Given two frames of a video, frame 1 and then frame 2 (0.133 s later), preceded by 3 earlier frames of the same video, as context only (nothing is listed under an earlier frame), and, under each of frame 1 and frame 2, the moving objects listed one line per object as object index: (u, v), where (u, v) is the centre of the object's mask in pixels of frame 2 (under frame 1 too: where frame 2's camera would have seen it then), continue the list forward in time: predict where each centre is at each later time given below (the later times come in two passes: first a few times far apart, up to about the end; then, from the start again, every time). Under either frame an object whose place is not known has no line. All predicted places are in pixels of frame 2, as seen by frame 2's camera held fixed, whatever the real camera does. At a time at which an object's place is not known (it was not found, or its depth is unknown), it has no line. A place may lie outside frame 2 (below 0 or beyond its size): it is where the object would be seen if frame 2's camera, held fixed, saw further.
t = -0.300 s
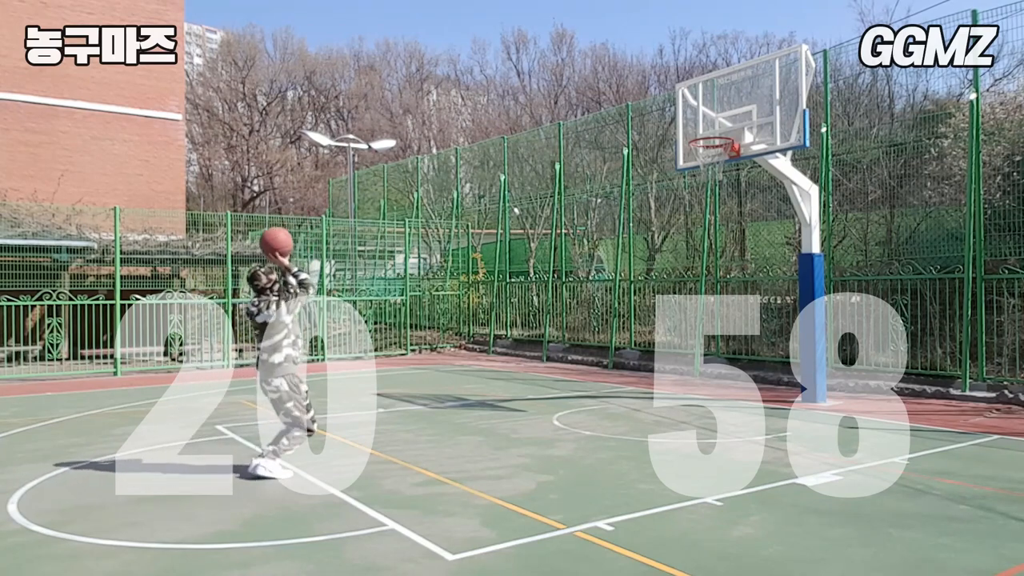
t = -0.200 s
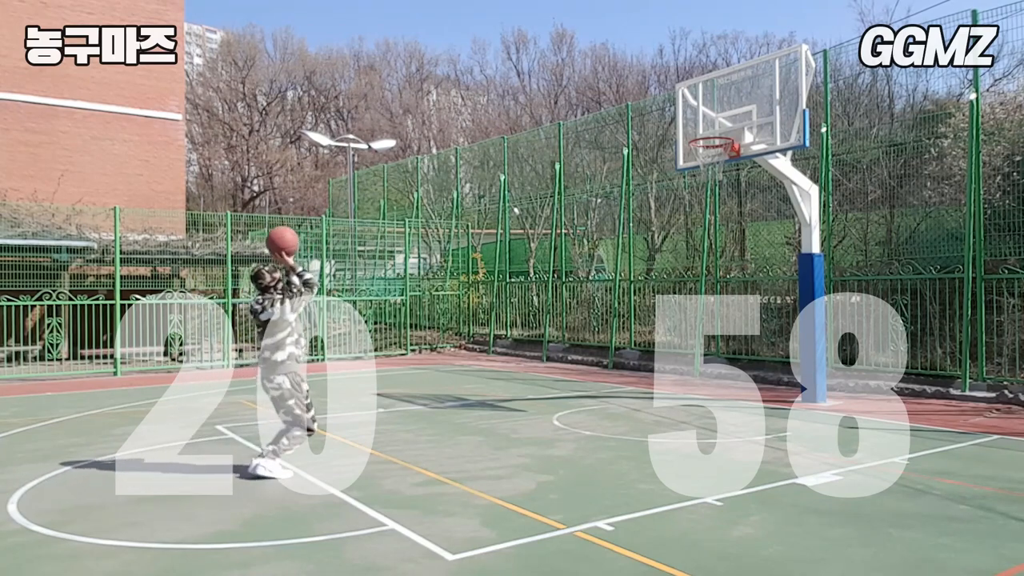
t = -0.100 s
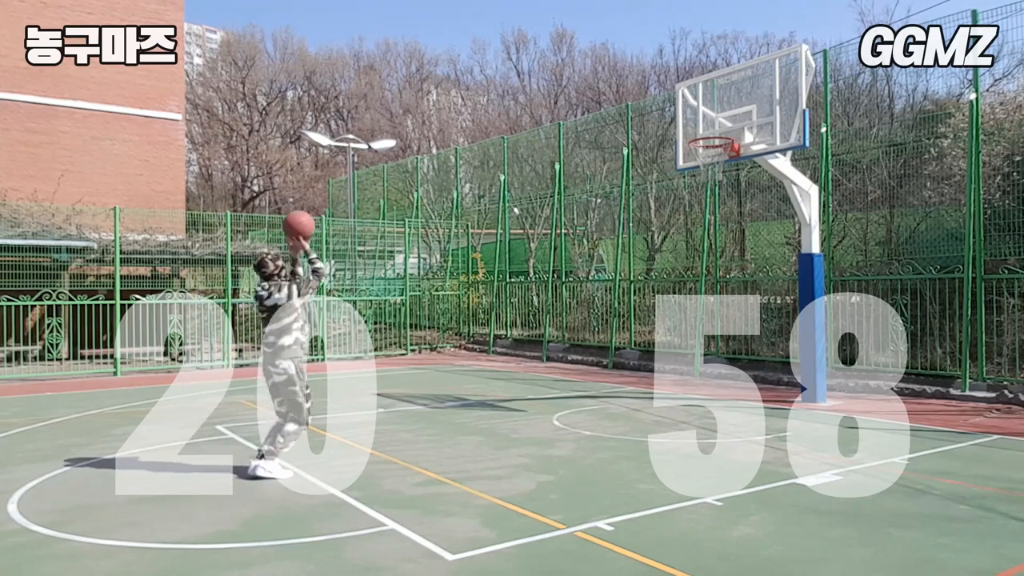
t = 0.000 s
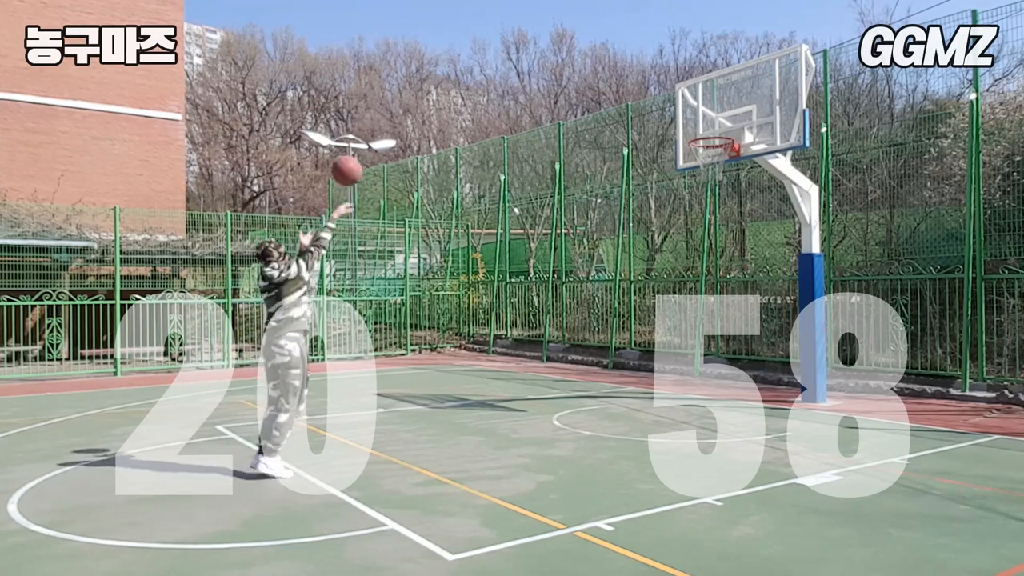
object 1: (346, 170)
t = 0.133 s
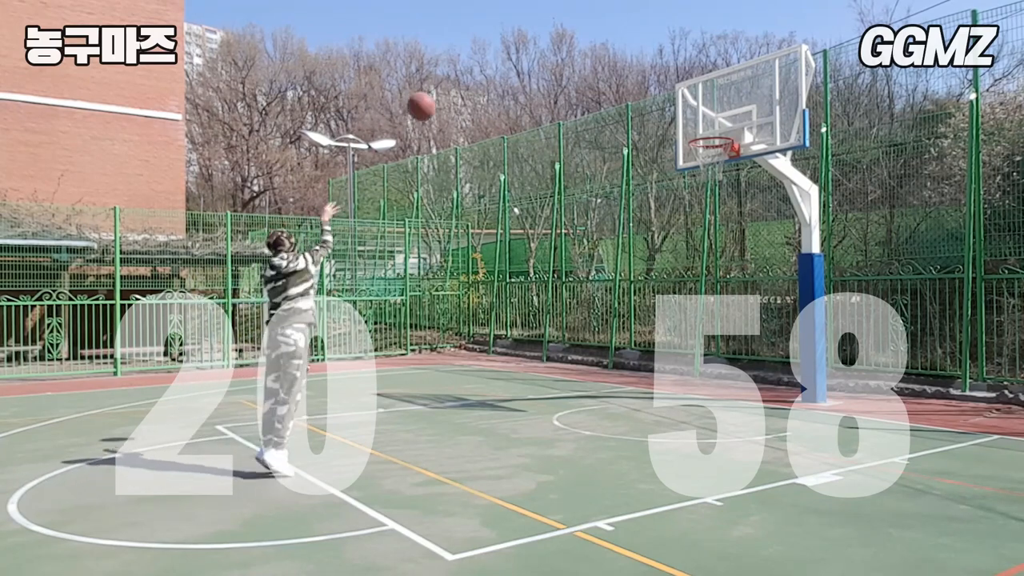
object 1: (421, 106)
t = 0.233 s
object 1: (472, 76)
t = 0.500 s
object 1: (589, 54)
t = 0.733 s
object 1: (672, 90)
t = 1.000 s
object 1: (724, 99)
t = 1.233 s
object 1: (719, 66)
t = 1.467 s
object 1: (713, 78)
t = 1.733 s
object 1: (708, 150)
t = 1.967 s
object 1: (712, 227)
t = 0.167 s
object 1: (438, 94)
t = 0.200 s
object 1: (455, 84)
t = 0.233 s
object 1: (472, 76)
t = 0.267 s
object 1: (488, 69)
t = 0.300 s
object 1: (503, 63)
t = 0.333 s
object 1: (518, 58)
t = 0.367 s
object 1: (533, 55)
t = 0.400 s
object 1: (548, 53)
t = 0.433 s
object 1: (562, 52)
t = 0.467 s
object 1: (576, 53)
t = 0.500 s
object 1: (589, 54)
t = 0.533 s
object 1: (602, 56)
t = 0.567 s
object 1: (615, 60)
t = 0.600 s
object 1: (627, 64)
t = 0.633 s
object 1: (638, 69)
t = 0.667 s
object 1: (650, 76)
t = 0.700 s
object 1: (662, 82)
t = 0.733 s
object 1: (672, 90)
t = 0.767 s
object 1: (683, 99)
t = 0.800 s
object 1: (693, 109)
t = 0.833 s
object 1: (704, 119)
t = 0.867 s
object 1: (714, 129)
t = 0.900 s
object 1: (720, 129)
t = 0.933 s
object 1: (721, 119)
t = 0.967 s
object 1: (723, 108)
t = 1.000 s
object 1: (724, 99)
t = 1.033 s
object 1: (723, 92)
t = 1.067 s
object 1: (722, 86)
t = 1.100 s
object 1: (721, 80)
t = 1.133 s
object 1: (720, 75)
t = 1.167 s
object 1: (720, 71)
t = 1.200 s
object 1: (719, 68)
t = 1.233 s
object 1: (719, 66)
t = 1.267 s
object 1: (718, 65)
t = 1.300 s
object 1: (717, 65)
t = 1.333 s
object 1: (716, 66)
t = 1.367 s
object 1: (716, 67)
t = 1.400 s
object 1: (715, 69)
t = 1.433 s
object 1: (714, 73)
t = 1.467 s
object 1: (713, 78)
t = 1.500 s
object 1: (713, 83)
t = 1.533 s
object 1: (712, 90)
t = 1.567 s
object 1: (712, 97)
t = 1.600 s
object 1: (712, 106)
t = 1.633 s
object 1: (711, 115)
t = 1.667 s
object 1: (710, 125)
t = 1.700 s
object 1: (710, 138)
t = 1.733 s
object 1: (708, 150)
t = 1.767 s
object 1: (708, 161)
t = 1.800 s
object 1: (708, 171)
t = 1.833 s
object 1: (711, 180)
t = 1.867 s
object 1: (710, 190)
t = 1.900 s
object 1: (711, 201)
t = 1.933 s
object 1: (710, 214)
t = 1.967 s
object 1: (712, 227)
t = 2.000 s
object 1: (713, 241)
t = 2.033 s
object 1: (713, 257)
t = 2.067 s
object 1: (713, 272)
